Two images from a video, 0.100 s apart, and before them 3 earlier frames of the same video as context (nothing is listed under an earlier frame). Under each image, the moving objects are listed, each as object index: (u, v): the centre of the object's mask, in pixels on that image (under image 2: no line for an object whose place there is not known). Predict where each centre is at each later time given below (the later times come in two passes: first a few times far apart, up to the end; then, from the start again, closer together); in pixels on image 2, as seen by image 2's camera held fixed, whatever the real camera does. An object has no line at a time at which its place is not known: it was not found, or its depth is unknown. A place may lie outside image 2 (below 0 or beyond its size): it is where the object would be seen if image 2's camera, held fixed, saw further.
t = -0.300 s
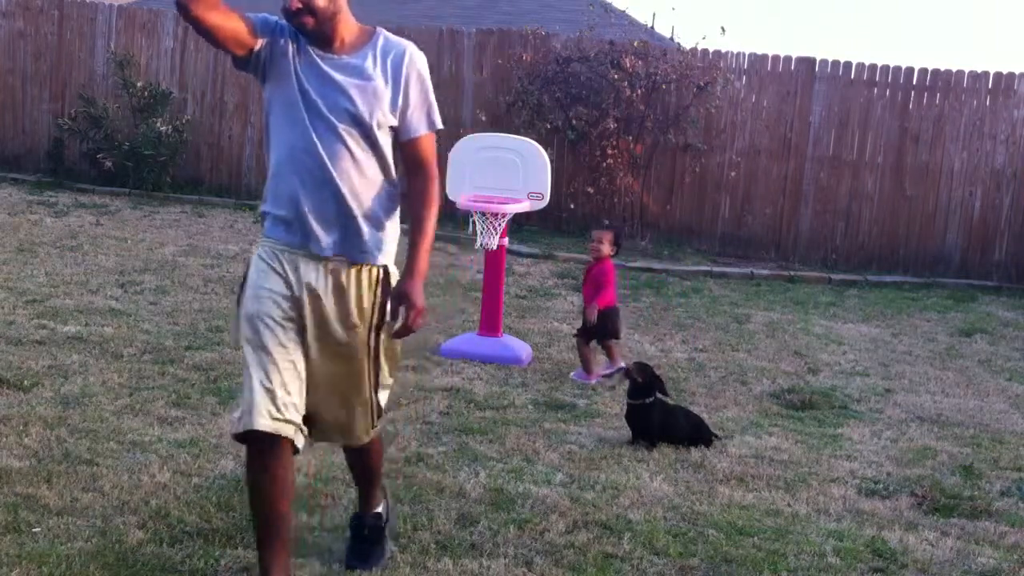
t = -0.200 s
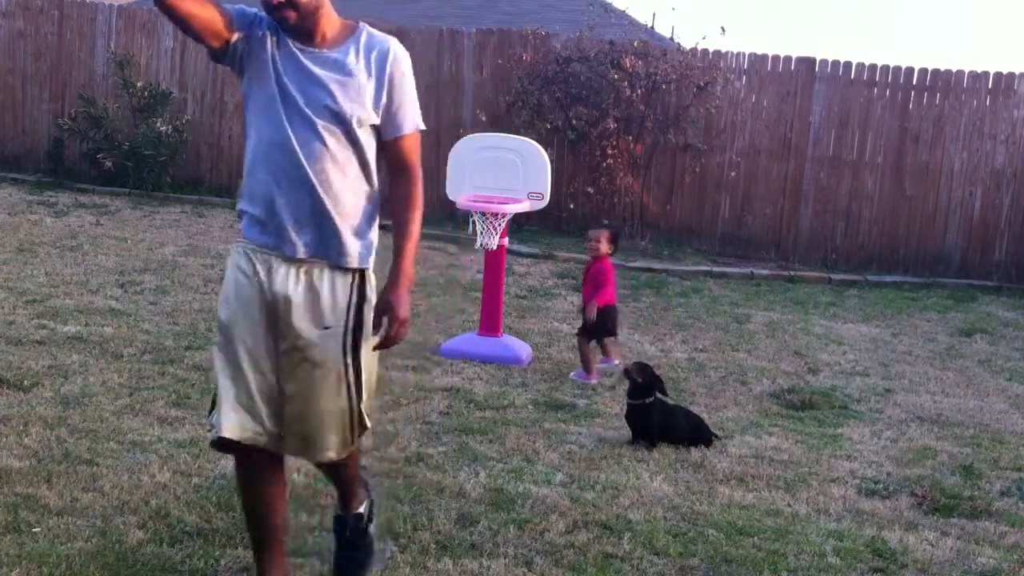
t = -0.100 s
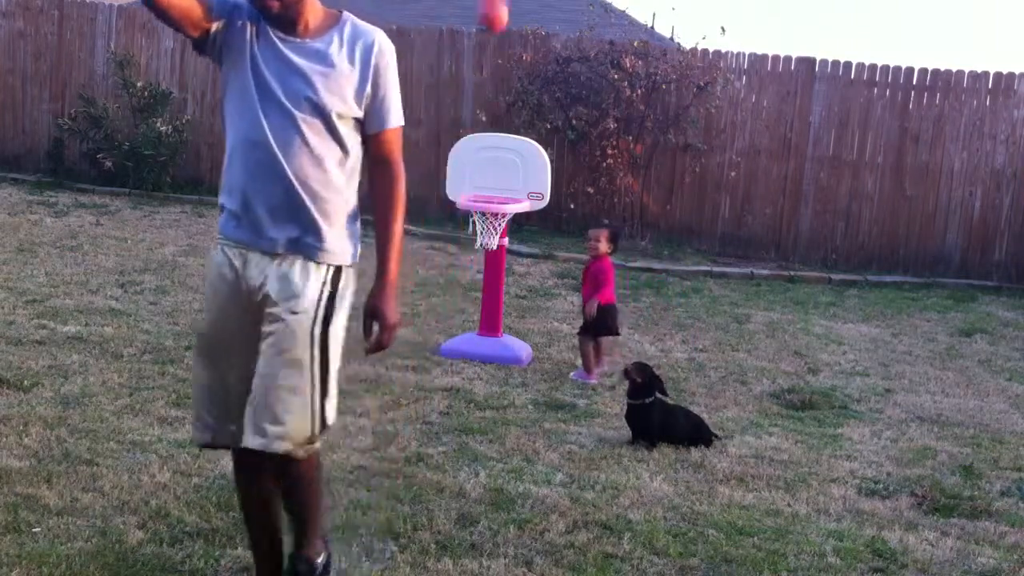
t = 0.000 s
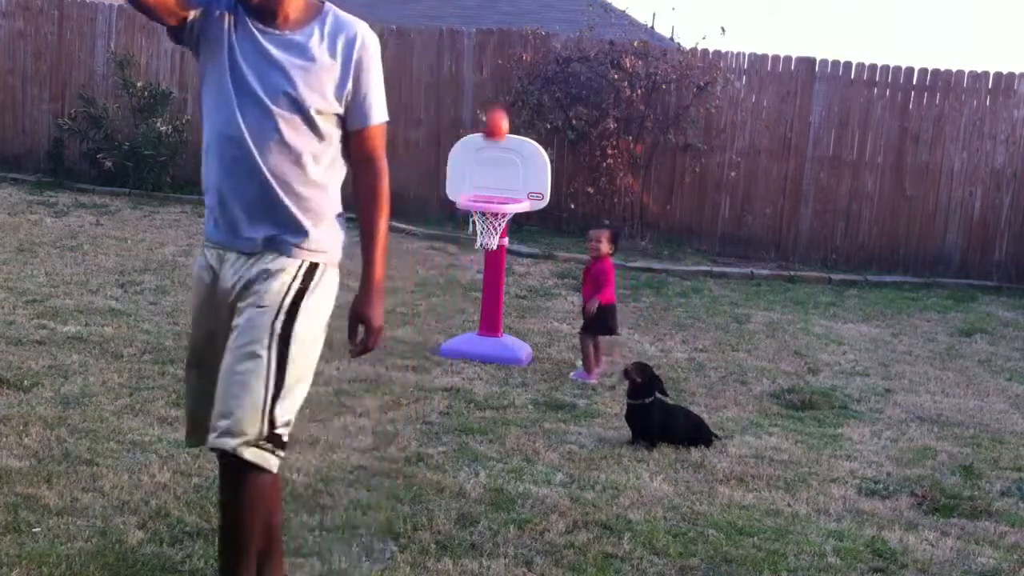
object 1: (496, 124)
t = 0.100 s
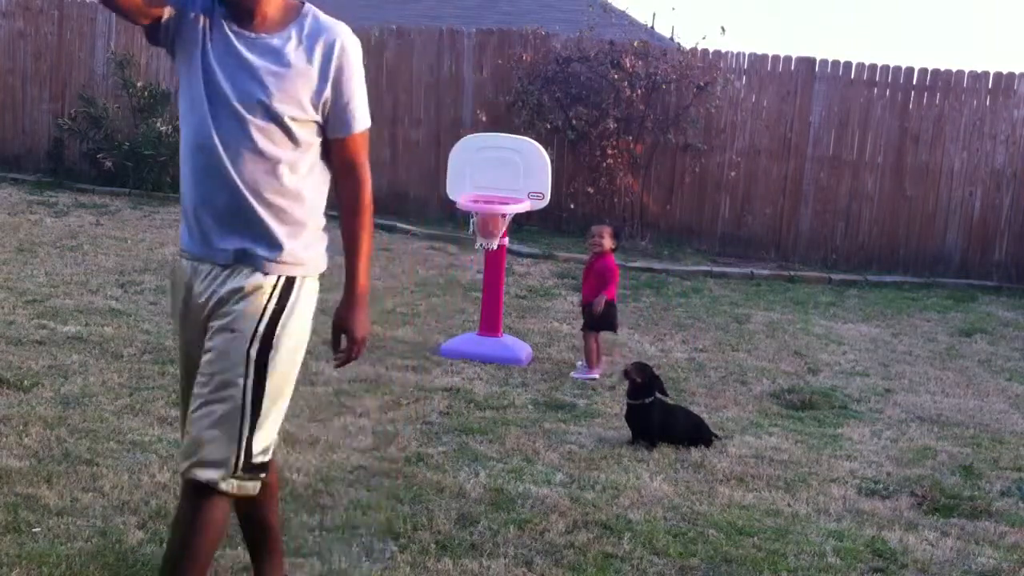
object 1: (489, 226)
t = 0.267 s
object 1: (486, 231)
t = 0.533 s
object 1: (478, 297)
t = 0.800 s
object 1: (467, 329)
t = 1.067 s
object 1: (454, 367)
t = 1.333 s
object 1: (447, 381)
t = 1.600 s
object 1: (442, 386)
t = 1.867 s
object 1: (444, 393)
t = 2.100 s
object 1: (447, 395)
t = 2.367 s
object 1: (448, 395)
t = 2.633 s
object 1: (448, 395)
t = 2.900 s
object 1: (448, 395)
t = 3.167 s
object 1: (448, 396)
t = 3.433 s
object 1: (448, 396)
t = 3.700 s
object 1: (448, 396)
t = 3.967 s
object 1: (448, 396)
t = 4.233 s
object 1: (448, 396)
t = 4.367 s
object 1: (448, 395)
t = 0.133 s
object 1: (487, 228)
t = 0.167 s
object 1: (490, 239)
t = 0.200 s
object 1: (488, 235)
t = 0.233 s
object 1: (487, 232)
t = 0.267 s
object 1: (486, 231)
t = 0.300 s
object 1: (485, 233)
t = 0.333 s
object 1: (486, 238)
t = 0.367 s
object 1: (484, 246)
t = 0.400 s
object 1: (483, 253)
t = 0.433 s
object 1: (481, 257)
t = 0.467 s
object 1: (481, 268)
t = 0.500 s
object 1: (480, 282)
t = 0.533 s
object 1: (478, 297)
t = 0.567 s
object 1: (477, 316)
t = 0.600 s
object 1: (475, 334)
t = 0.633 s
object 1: (475, 331)
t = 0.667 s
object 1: (474, 327)
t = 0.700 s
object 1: (472, 324)
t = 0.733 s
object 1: (471, 324)
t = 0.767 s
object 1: (470, 325)
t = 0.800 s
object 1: (467, 329)
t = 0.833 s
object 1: (465, 334)
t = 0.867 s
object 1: (462, 344)
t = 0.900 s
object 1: (460, 354)
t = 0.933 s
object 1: (457, 367)
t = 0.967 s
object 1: (456, 372)
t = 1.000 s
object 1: (455, 370)
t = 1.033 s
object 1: (454, 367)
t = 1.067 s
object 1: (454, 367)
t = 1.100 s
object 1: (453, 368)
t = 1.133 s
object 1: (452, 371)
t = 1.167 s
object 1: (450, 377)
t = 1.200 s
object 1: (449, 379)
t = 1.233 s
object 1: (449, 379)
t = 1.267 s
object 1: (448, 379)
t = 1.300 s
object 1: (448, 379)
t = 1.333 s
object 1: (447, 381)
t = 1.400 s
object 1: (443, 384)
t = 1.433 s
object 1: (443, 384)
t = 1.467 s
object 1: (443, 385)
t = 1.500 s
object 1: (442, 386)
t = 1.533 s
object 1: (442, 386)
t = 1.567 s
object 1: (442, 387)
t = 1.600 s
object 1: (442, 386)
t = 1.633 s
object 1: (442, 387)
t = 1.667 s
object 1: (442, 387)
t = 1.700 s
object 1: (442, 389)
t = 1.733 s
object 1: (442, 390)
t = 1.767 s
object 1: (442, 391)
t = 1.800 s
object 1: (442, 391)
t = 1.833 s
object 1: (443, 392)
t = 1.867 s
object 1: (444, 393)
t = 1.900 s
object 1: (444, 393)
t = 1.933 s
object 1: (444, 394)
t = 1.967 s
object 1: (445, 395)
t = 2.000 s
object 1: (446, 395)
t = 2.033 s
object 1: (446, 395)
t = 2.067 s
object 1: (447, 395)
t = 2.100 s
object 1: (447, 395)
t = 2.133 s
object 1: (448, 395)
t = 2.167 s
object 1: (448, 395)
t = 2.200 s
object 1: (448, 395)
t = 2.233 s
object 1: (448, 395)
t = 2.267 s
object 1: (448, 395)
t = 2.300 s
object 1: (448, 396)
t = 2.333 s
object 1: (448, 395)
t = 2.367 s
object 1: (448, 395)
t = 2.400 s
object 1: (448, 395)
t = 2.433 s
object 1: (448, 395)
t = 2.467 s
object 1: (448, 396)
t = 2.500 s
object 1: (448, 395)
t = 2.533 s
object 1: (448, 395)
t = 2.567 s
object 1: (448, 395)
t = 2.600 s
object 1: (448, 395)
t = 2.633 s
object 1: (448, 395)
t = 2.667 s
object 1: (448, 395)
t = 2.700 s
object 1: (448, 395)
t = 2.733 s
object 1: (448, 395)
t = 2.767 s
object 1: (448, 395)
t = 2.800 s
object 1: (448, 395)
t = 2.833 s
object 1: (448, 395)
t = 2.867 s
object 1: (448, 396)
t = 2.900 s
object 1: (448, 395)
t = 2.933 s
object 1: (448, 396)
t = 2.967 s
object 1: (448, 395)
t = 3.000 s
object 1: (448, 395)
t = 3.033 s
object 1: (448, 395)
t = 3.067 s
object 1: (448, 395)
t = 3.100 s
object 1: (448, 396)
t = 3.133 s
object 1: (448, 395)
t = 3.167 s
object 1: (448, 396)
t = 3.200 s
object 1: (448, 396)
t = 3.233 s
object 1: (448, 395)
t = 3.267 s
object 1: (448, 395)
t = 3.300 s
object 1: (448, 395)
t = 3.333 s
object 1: (448, 395)
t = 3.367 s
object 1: (448, 395)
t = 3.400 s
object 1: (448, 396)
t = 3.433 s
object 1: (448, 396)
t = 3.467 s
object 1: (448, 396)
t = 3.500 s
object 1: (448, 395)
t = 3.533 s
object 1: (448, 395)
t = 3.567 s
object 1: (448, 395)
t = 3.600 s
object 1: (448, 395)
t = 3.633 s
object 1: (448, 396)
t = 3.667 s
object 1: (448, 396)
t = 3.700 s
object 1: (448, 396)
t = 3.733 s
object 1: (448, 395)
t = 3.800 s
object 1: (448, 395)
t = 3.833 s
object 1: (448, 395)
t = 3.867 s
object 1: (448, 395)
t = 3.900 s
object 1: (448, 396)
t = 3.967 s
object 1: (448, 396)
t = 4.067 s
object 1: (448, 396)
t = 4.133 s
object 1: (448, 396)
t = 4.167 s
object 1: (448, 396)
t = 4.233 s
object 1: (448, 396)
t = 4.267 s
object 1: (448, 396)
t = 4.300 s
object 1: (448, 396)
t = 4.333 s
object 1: (448, 395)
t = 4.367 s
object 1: (448, 395)
